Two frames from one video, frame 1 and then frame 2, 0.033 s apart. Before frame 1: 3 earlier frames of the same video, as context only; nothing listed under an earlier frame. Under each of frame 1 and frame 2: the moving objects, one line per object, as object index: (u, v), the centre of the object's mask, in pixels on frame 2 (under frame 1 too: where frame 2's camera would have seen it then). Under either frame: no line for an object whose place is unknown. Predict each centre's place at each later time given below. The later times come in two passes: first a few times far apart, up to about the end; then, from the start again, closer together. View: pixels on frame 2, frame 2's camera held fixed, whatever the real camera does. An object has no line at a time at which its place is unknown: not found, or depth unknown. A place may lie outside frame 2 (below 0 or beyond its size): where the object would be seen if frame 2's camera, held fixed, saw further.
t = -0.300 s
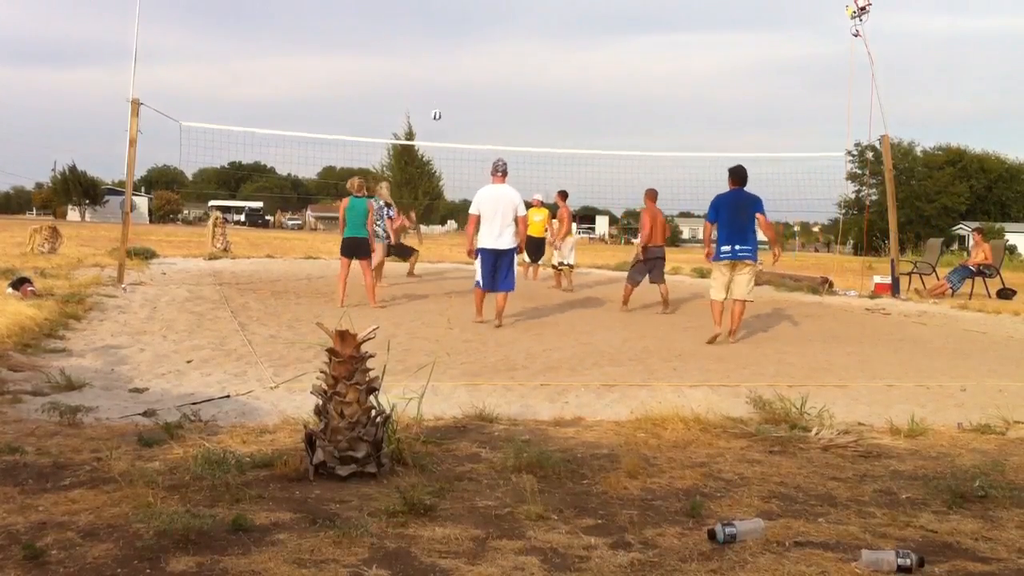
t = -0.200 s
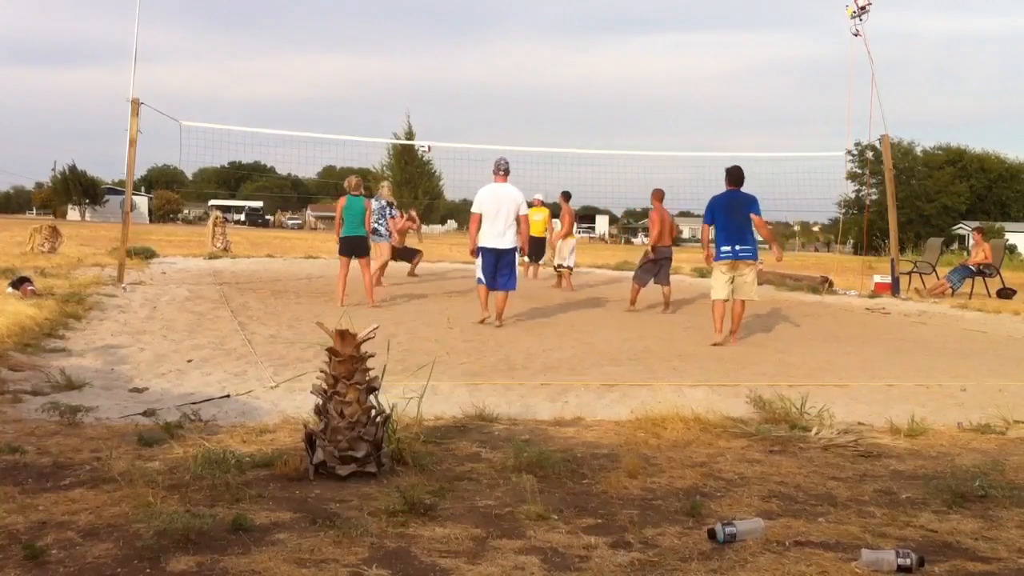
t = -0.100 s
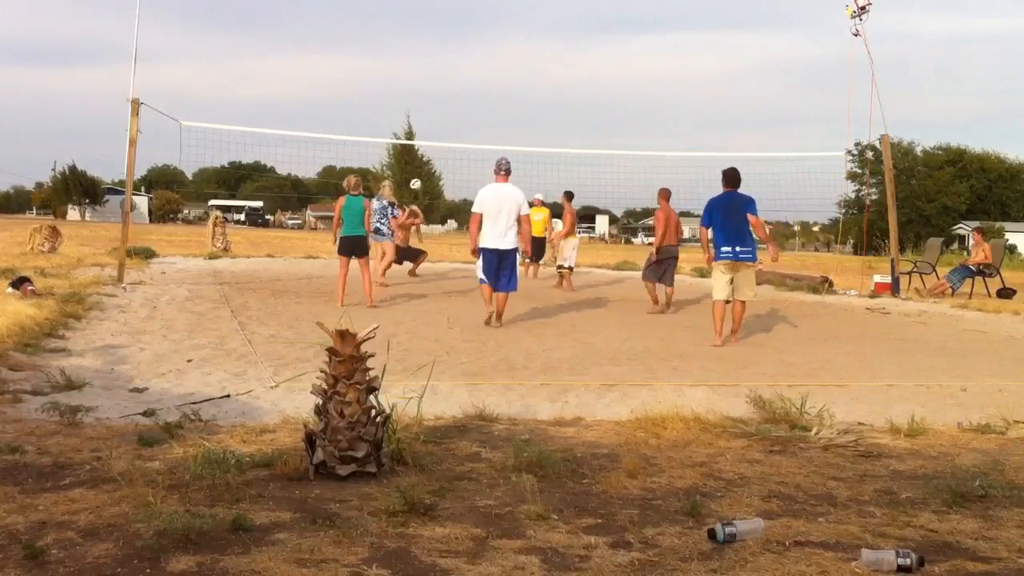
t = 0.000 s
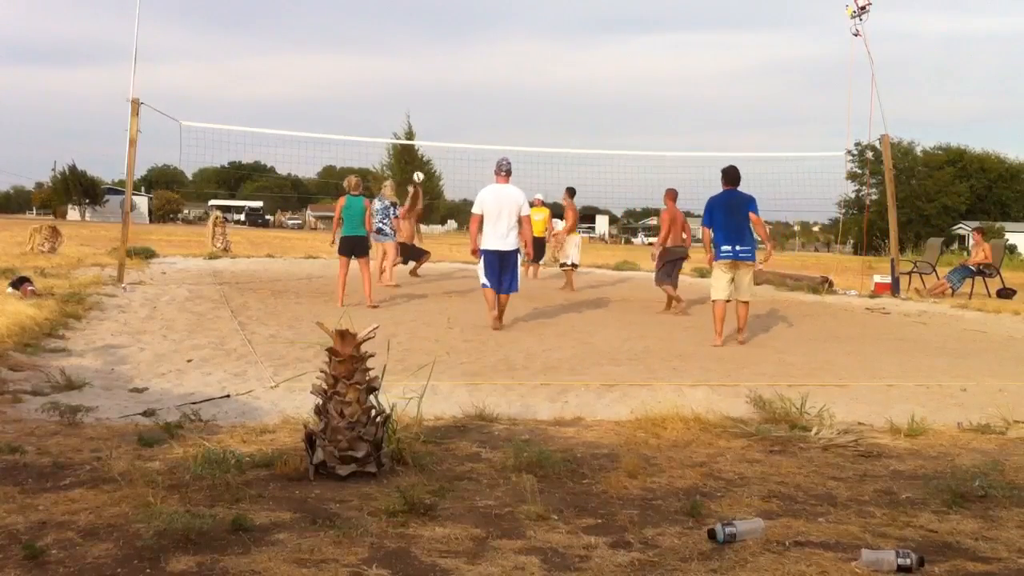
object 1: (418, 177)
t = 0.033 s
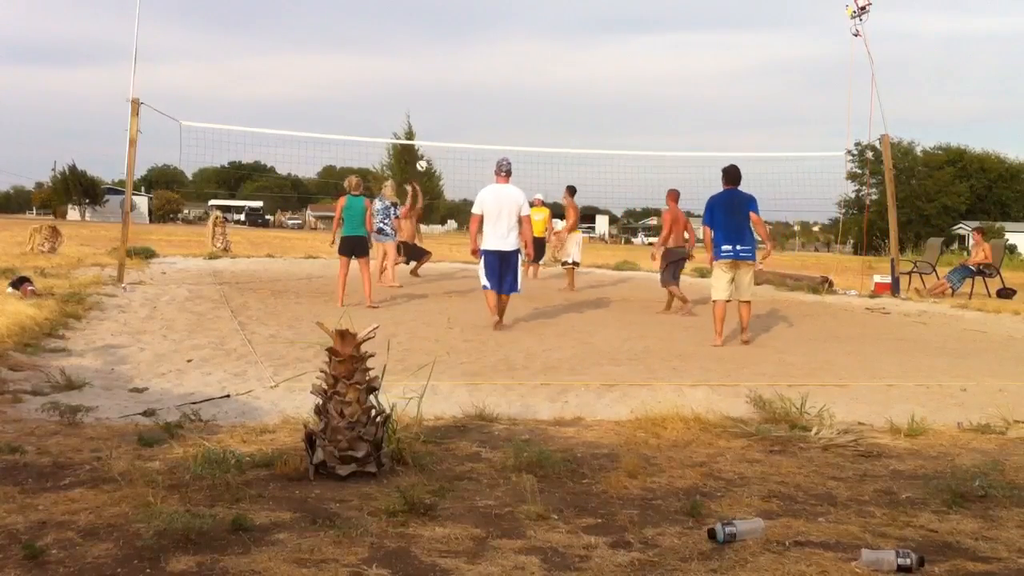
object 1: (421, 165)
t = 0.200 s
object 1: (439, 118)
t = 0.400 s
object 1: (461, 78)
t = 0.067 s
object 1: (425, 155)
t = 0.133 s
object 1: (432, 135)
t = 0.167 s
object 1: (436, 126)
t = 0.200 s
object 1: (439, 118)
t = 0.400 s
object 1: (461, 78)
